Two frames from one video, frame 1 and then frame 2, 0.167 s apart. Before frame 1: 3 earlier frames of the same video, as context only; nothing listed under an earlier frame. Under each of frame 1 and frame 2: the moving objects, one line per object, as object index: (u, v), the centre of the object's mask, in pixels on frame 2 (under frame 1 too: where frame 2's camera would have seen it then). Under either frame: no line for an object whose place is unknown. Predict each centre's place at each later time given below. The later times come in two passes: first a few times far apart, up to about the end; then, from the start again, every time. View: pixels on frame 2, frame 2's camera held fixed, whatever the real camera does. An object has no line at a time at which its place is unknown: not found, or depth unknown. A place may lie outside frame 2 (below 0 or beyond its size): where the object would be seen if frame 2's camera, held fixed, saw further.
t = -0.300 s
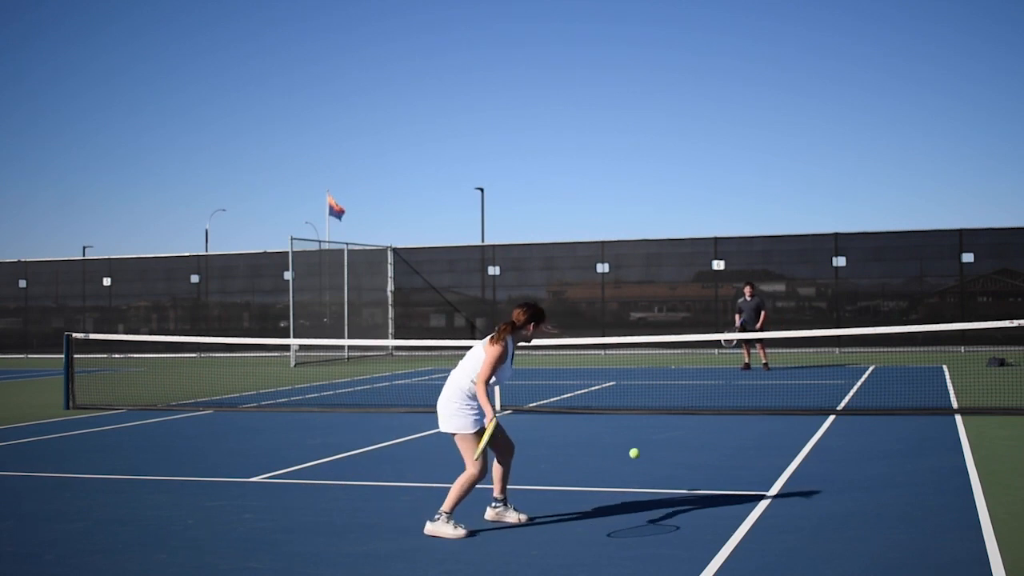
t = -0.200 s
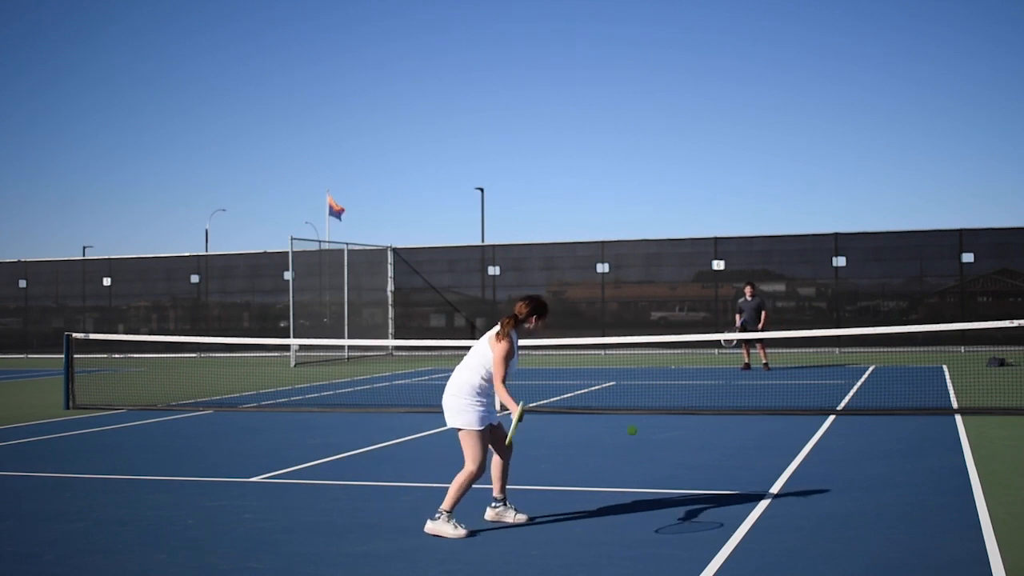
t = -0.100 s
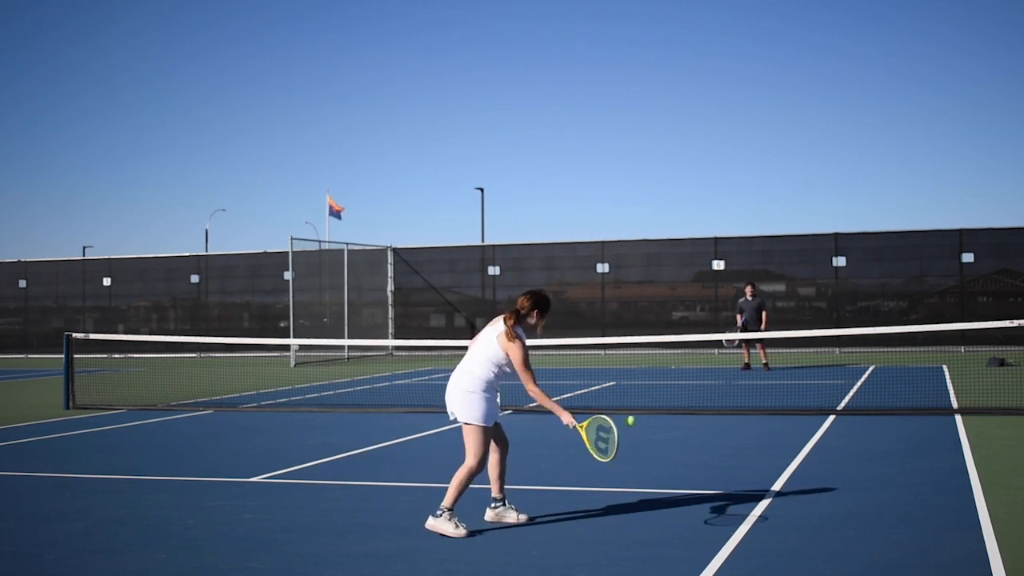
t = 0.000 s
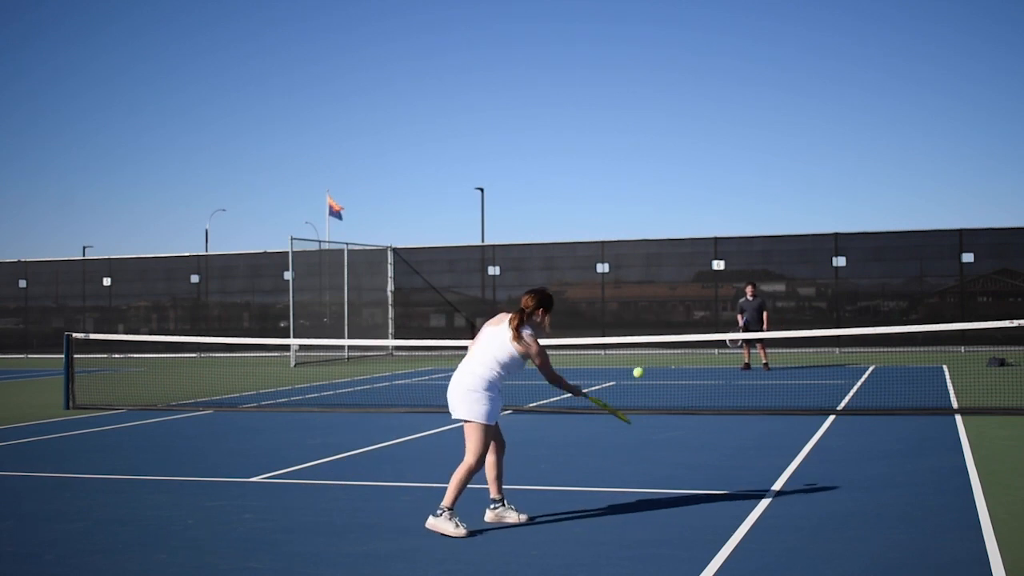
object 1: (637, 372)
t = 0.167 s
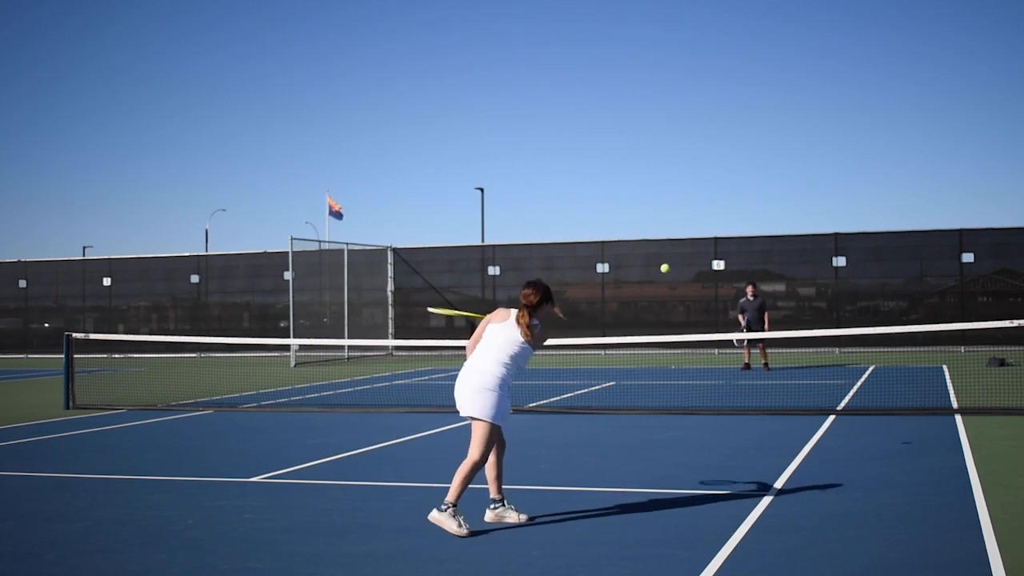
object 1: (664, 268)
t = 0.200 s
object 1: (669, 255)
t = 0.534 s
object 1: (708, 212)
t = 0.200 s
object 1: (669, 255)
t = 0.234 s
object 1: (673, 244)
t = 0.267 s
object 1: (678, 235)
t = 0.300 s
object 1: (682, 228)
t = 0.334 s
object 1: (686, 222)
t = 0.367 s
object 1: (690, 218)
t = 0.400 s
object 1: (694, 214)
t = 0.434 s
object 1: (698, 212)
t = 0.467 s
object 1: (701, 211)
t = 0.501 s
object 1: (705, 211)
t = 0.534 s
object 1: (708, 212)
